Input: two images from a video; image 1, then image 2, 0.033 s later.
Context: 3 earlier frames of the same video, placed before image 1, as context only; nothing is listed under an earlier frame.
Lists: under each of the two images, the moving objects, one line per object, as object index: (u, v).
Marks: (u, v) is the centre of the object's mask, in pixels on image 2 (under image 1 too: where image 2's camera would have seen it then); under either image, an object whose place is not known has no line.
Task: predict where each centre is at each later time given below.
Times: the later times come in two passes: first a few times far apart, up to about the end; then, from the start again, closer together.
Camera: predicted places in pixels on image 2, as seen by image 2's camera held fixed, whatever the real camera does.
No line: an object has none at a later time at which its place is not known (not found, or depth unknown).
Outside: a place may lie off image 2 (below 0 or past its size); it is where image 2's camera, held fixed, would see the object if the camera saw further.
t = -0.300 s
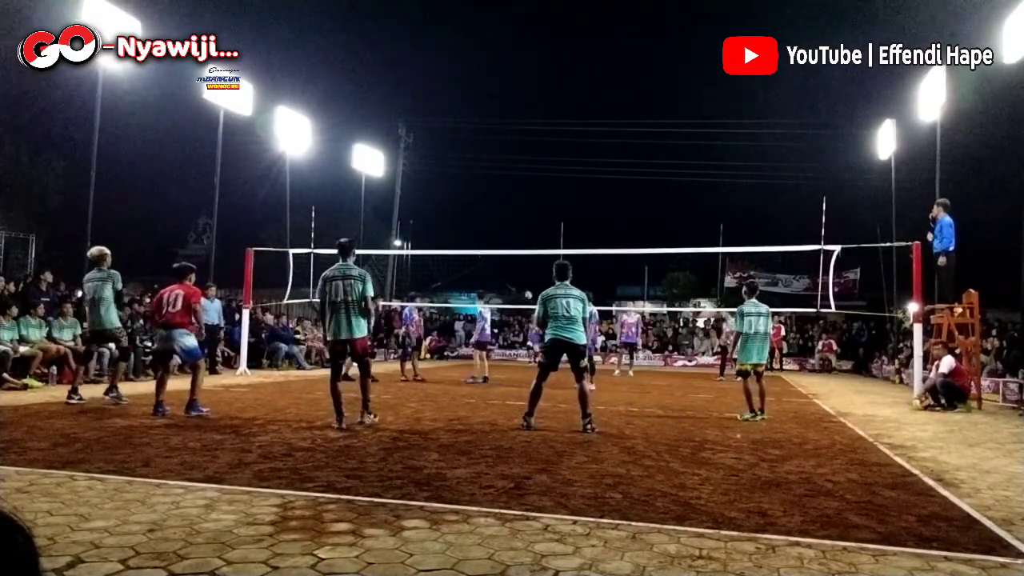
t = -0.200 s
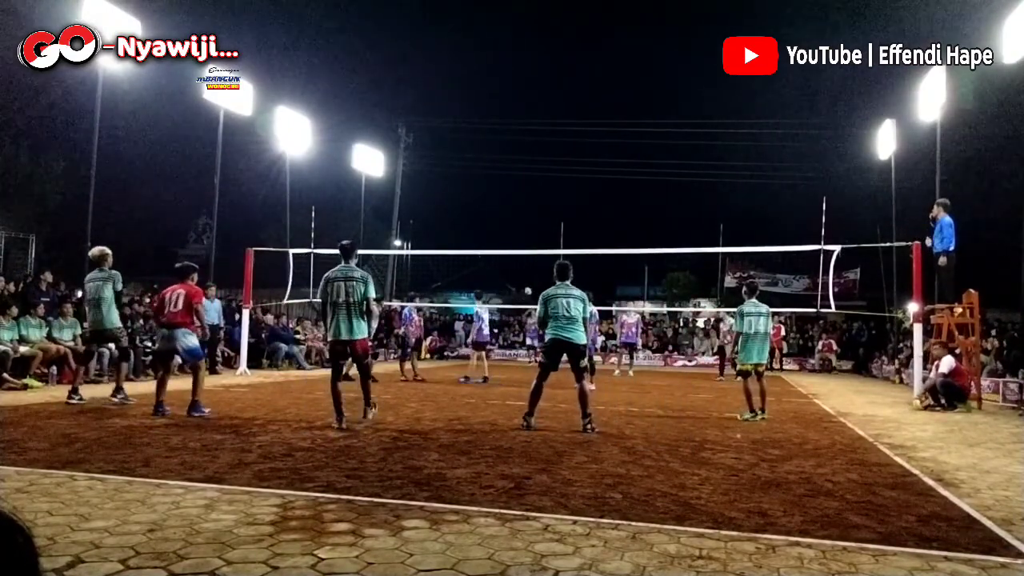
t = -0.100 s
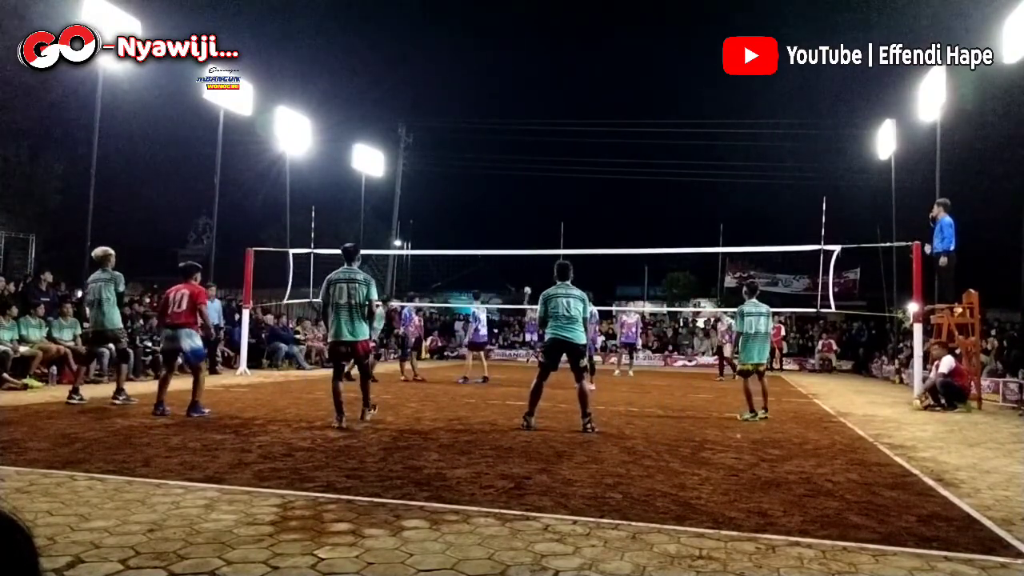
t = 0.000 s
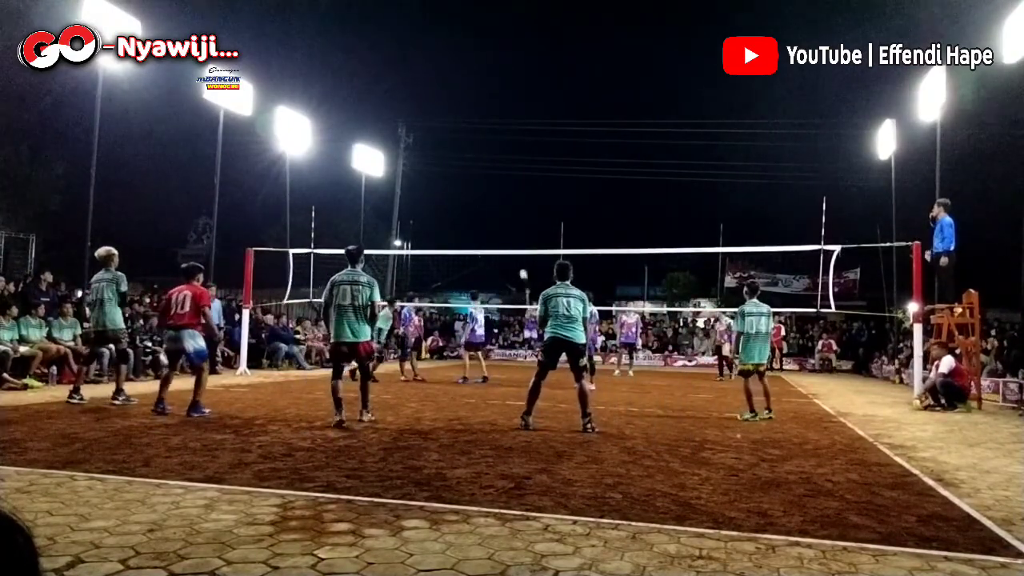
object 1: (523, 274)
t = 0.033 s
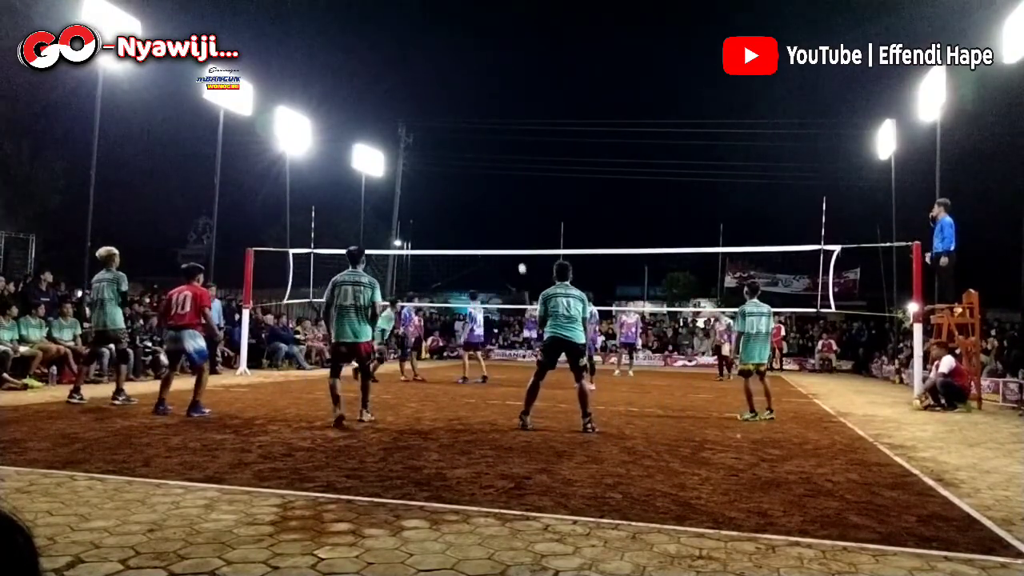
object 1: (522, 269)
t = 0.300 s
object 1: (511, 226)
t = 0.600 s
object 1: (498, 198)
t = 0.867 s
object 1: (475, 209)
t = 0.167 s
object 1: (516, 245)
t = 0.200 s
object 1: (515, 240)
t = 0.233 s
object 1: (514, 235)
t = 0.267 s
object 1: (513, 231)
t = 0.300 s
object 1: (511, 226)
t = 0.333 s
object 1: (510, 221)
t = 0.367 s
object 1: (509, 217)
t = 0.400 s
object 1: (508, 214)
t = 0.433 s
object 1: (506, 210)
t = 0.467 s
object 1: (505, 207)
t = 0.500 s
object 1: (504, 204)
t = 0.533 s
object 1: (502, 201)
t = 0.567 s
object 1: (500, 200)
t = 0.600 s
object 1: (498, 198)
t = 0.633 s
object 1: (496, 197)
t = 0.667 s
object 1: (494, 197)
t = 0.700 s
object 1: (491, 196)
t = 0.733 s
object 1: (488, 197)
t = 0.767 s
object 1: (485, 198)
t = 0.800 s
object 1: (482, 201)
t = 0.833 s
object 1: (479, 204)
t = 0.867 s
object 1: (475, 209)
